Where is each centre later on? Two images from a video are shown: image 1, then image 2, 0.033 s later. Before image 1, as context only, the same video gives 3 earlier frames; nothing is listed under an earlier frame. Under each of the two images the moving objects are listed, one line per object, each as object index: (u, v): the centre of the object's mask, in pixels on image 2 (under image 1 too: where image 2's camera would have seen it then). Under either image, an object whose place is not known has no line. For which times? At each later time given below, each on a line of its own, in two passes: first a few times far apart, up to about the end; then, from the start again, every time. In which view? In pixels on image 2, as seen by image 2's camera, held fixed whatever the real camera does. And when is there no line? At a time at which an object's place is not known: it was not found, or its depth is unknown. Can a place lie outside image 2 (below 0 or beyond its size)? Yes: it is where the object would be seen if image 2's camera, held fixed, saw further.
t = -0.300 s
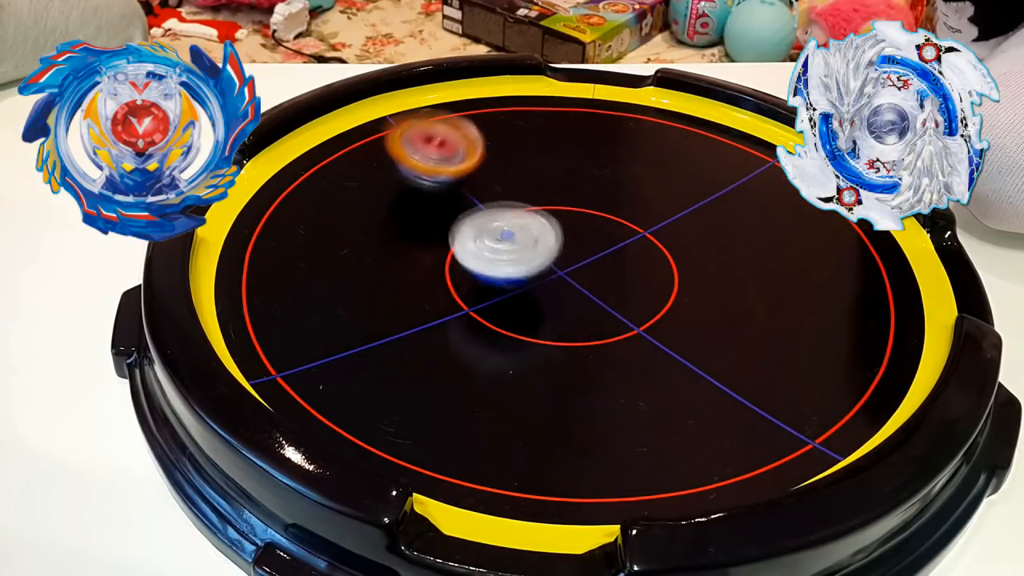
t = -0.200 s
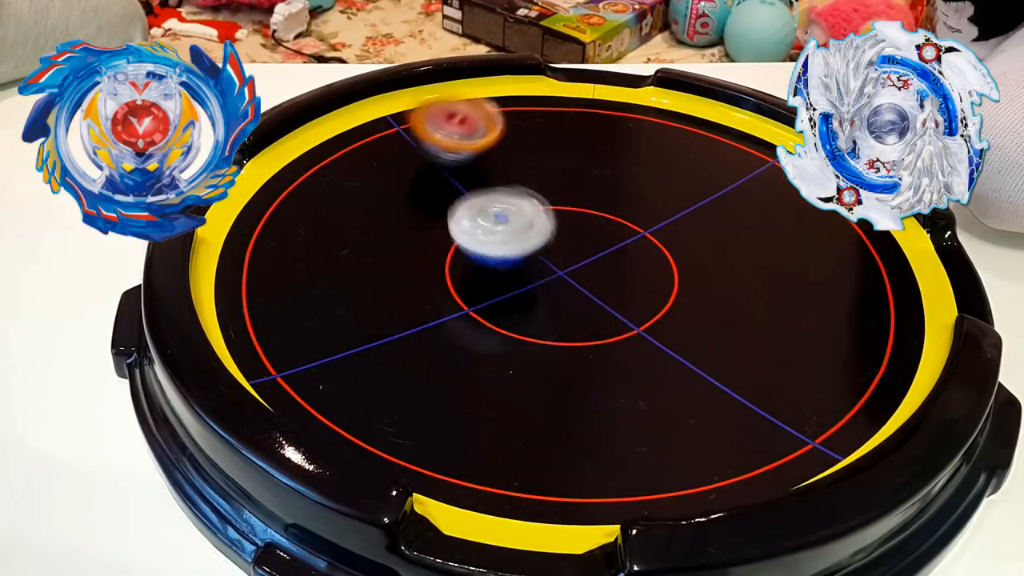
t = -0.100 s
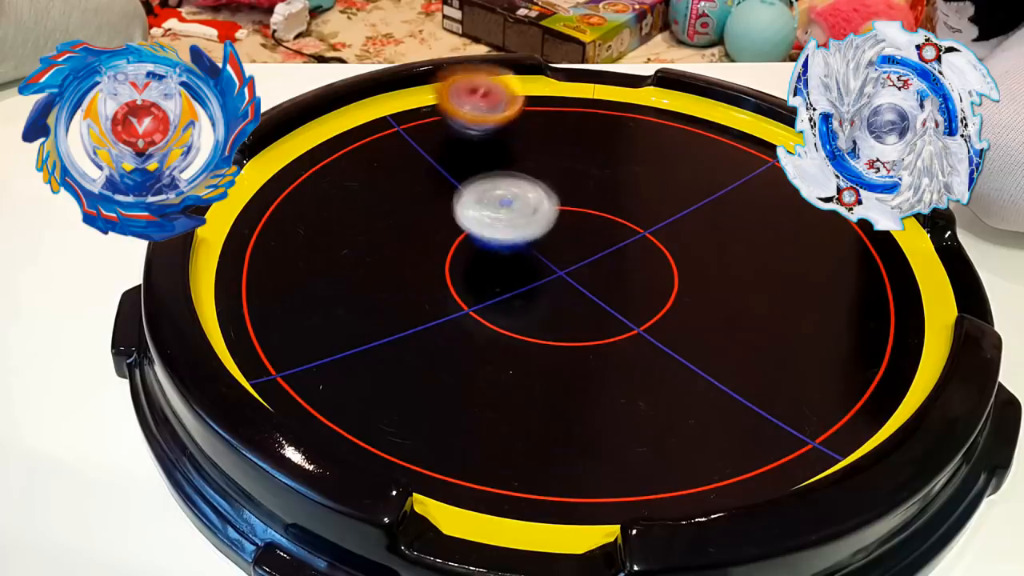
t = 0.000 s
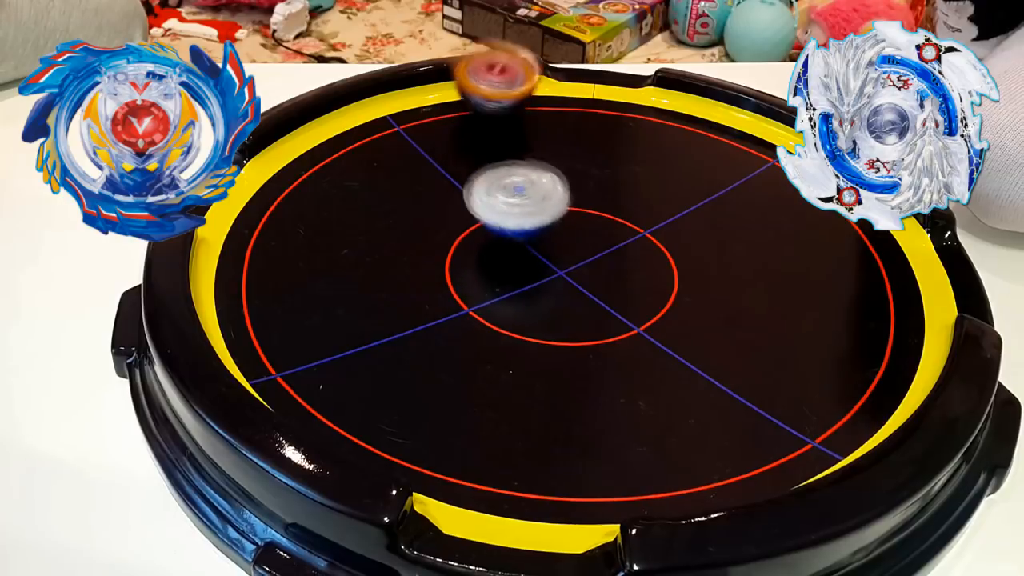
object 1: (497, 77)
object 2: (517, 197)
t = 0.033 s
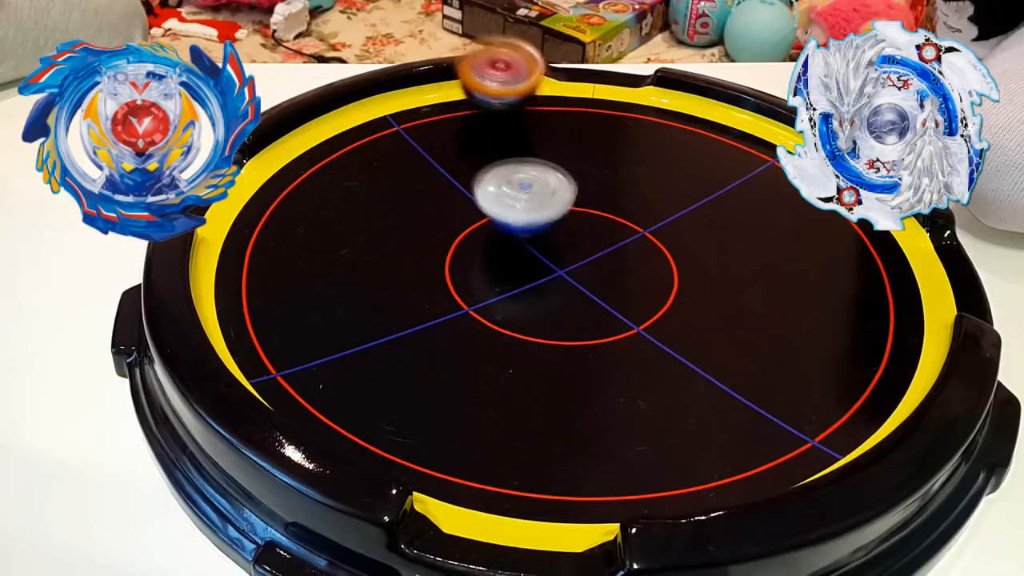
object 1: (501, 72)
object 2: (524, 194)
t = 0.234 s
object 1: (584, 107)
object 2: (568, 188)
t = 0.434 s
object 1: (675, 131)
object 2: (609, 205)
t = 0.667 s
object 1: (739, 152)
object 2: (613, 238)
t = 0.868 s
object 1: (754, 179)
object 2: (583, 261)
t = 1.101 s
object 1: (755, 223)
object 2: (526, 263)
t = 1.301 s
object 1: (717, 270)
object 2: (497, 244)
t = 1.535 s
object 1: (662, 328)
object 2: (508, 215)
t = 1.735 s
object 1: (619, 362)
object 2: (544, 202)
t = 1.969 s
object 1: (568, 366)
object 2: (598, 201)
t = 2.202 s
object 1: (520, 332)
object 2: (628, 216)
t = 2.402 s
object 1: (479, 283)
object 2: (627, 236)
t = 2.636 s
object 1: (427, 228)
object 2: (587, 255)
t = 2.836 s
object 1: (410, 204)
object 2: (539, 257)
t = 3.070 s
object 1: (433, 187)
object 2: (498, 245)
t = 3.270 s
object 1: (468, 155)
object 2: (529, 272)
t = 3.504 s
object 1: (511, 135)
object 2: (581, 286)
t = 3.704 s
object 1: (550, 134)
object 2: (614, 277)
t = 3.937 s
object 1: (599, 148)
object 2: (633, 249)
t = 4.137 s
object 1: (640, 159)
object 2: (626, 232)
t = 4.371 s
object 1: (657, 128)
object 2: (600, 253)
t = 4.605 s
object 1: (642, 110)
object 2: (569, 267)
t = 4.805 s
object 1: (611, 132)
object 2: (552, 271)
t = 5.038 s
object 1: (590, 194)
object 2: (548, 270)
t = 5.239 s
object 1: (636, 220)
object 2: (517, 297)
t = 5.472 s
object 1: (678, 229)
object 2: (520, 321)
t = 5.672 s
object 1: (674, 232)
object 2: (532, 316)
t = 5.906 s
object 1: (632, 243)
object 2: (533, 283)
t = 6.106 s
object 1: (669, 225)
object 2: (463, 276)
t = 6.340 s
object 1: (654, 204)
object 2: (447, 305)
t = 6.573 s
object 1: (603, 198)
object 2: (490, 321)
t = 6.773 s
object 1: (542, 219)
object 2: (534, 306)
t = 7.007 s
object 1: (507, 210)
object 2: (561, 302)
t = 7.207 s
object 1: (494, 196)
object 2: (567, 286)
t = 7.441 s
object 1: (502, 192)
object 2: (550, 257)
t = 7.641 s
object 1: (521, 162)
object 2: (549, 281)
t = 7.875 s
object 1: (528, 134)
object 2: (568, 295)
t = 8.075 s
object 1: (534, 137)
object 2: (574, 276)
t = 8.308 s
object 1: (562, 165)
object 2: (553, 252)
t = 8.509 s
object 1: (595, 201)
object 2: (511, 247)
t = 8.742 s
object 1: (620, 245)
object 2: (470, 254)
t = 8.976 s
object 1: (632, 289)
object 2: (476, 254)
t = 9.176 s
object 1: (643, 314)
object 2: (507, 244)
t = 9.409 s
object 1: (634, 309)
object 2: (519, 218)
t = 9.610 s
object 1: (602, 283)
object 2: (506, 196)
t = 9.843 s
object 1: (553, 248)
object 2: (501, 183)
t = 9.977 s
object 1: (539, 245)
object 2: (485, 179)
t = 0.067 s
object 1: (507, 79)
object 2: (530, 192)
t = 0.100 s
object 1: (517, 85)
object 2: (536, 190)
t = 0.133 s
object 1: (531, 92)
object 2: (544, 188)
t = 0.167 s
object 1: (548, 98)
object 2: (551, 187)
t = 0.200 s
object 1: (567, 103)
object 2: (560, 186)
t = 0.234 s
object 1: (584, 107)
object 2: (568, 188)
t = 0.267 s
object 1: (600, 111)
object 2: (577, 189)
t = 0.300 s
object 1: (616, 115)
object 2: (586, 191)
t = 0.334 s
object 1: (632, 120)
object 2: (592, 193)
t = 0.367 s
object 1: (647, 126)
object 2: (600, 197)
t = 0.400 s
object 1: (662, 128)
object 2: (604, 201)
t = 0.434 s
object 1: (675, 131)
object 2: (609, 205)
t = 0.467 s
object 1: (689, 132)
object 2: (612, 209)
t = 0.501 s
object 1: (702, 135)
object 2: (615, 213)
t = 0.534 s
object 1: (711, 140)
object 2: (618, 218)
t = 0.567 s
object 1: (720, 144)
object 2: (618, 223)
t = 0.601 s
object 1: (727, 146)
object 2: (618, 227)
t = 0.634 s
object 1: (734, 149)
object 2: (616, 233)
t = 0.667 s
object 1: (739, 152)
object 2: (613, 238)
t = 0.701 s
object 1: (742, 156)
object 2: (613, 243)
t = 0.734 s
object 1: (745, 160)
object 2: (607, 246)
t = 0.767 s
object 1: (748, 165)
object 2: (605, 250)
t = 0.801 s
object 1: (750, 169)
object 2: (596, 254)
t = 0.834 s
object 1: (752, 174)
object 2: (590, 258)
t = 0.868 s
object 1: (754, 179)
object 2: (583, 261)
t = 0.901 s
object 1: (756, 184)
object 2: (576, 263)
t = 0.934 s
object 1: (757, 190)
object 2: (568, 264)
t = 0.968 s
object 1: (758, 197)
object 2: (557, 266)
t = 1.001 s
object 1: (758, 202)
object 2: (553, 266)
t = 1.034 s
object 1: (758, 209)
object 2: (543, 266)
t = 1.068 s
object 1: (756, 215)
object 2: (536, 265)
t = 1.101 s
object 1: (755, 223)
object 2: (526, 263)
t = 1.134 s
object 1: (750, 230)
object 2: (521, 261)
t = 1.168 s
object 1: (744, 237)
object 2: (513, 259)
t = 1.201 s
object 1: (737, 245)
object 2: (508, 255)
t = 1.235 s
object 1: (731, 253)
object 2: (503, 251)
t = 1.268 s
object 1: (724, 261)
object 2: (501, 248)
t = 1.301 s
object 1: (717, 270)
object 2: (497, 244)
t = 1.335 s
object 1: (709, 278)
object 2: (495, 239)
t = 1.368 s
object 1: (700, 287)
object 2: (495, 236)
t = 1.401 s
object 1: (692, 296)
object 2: (495, 230)
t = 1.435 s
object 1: (683, 303)
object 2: (498, 226)
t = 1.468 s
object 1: (677, 312)
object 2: (499, 222)
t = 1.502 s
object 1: (670, 320)
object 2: (504, 219)
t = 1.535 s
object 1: (662, 328)
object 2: (508, 215)
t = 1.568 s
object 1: (654, 336)
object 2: (515, 213)
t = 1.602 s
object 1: (646, 342)
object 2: (518, 209)
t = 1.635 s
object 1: (639, 348)
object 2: (526, 207)
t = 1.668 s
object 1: (632, 354)
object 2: (531, 205)
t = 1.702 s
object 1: (625, 358)
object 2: (540, 203)
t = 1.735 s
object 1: (619, 362)
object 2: (544, 202)
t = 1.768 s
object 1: (612, 365)
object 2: (554, 200)
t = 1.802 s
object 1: (604, 367)
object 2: (561, 200)
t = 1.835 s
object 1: (596, 369)
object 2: (570, 199)
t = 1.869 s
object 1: (589, 369)
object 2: (576, 199)
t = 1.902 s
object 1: (582, 369)
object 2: (584, 198)
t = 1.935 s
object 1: (574, 368)
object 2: (591, 200)
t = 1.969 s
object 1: (568, 366)
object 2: (598, 201)
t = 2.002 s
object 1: (560, 363)
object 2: (603, 202)
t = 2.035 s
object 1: (553, 359)
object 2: (609, 203)
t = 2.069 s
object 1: (546, 356)
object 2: (613, 206)
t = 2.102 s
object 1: (538, 351)
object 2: (617, 207)
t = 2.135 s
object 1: (532, 346)
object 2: (621, 209)
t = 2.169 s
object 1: (526, 339)
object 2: (625, 212)
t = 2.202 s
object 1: (520, 332)
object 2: (628, 216)
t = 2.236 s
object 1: (513, 324)
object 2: (629, 219)
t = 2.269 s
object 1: (507, 317)
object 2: (631, 223)
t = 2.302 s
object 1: (500, 308)
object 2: (630, 226)
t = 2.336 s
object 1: (494, 300)
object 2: (631, 229)
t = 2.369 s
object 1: (486, 291)
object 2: (628, 232)
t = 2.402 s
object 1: (479, 283)
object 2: (627, 236)
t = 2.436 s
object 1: (471, 273)
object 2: (623, 239)
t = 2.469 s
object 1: (464, 265)
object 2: (619, 242)
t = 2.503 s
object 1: (457, 256)
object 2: (612, 246)
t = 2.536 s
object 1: (448, 247)
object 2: (609, 249)
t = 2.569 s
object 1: (440, 240)
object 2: (601, 251)
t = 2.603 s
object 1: (434, 234)
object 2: (595, 253)
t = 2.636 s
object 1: (427, 228)
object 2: (587, 255)
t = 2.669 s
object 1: (423, 224)
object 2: (579, 256)
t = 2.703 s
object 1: (418, 219)
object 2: (570, 257)
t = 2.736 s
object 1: (414, 215)
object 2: (562, 258)
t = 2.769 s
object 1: (412, 211)
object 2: (554, 258)
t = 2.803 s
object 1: (411, 208)
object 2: (546, 258)
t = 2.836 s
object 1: (410, 204)
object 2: (539, 257)
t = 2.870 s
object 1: (411, 202)
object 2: (530, 256)
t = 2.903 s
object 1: (413, 199)
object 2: (523, 254)
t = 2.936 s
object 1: (416, 196)
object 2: (515, 254)
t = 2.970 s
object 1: (419, 194)
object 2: (512, 251)
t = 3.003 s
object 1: (423, 192)
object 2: (504, 249)
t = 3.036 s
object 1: (428, 191)
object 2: (500, 247)
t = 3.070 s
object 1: (433, 187)
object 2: (498, 245)
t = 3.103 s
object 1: (438, 182)
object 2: (500, 251)
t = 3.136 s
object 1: (444, 176)
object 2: (504, 254)
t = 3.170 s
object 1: (449, 170)
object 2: (511, 259)
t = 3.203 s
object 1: (456, 165)
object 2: (515, 264)
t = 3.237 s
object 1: (462, 159)
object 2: (524, 268)
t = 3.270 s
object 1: (468, 155)
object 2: (529, 272)
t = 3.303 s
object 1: (474, 152)
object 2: (539, 276)
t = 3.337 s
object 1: (480, 149)
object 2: (544, 279)
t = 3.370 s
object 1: (487, 146)
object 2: (554, 282)
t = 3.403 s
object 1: (492, 142)
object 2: (559, 283)
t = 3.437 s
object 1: (498, 139)
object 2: (568, 285)
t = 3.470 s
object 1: (504, 136)
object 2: (573, 285)
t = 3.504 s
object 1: (511, 135)
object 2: (581, 286)
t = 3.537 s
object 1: (517, 134)
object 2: (587, 285)
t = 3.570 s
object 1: (523, 133)
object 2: (593, 285)
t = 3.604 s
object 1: (530, 133)
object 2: (599, 283)
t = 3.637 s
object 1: (536, 133)
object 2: (604, 282)
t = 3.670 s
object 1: (543, 133)
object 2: (611, 279)
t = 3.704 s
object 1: (550, 134)
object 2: (614, 277)
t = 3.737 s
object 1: (557, 135)
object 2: (619, 273)
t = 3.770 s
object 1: (564, 136)
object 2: (621, 271)
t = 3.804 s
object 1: (571, 138)
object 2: (626, 267)
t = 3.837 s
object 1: (578, 140)
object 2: (626, 264)
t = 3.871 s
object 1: (585, 142)
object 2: (630, 259)
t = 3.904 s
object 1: (592, 146)
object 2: (629, 254)
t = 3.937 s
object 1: (599, 148)
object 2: (633, 249)
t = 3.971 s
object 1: (605, 151)
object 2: (632, 244)
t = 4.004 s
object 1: (613, 154)
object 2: (633, 239)
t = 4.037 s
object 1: (619, 157)
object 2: (633, 234)
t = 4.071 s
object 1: (624, 158)
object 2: (631, 230)
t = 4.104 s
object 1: (630, 161)
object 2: (631, 227)
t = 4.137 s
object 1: (640, 159)
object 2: (626, 232)
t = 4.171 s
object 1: (644, 155)
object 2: (624, 235)
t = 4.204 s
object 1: (646, 150)
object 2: (619, 239)
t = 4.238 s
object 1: (648, 145)
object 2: (618, 242)
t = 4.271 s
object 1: (650, 140)
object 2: (610, 245)
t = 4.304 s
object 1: (654, 137)
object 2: (609, 248)
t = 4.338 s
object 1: (656, 132)
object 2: (604, 251)
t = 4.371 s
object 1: (657, 128)
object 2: (600, 253)
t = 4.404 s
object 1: (657, 124)
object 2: (598, 254)
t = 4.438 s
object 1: (659, 117)
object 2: (590, 257)
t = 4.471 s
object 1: (656, 114)
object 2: (589, 259)
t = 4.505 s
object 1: (653, 112)
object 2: (581, 262)
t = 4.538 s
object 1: (650, 110)
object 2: (579, 264)
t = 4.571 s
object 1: (646, 110)
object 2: (575, 265)
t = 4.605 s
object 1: (642, 110)
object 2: (569, 267)
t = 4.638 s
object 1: (638, 112)
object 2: (568, 267)
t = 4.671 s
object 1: (635, 114)
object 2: (559, 270)
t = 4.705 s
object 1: (628, 121)
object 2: (559, 271)
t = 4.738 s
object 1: (621, 126)
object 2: (555, 272)
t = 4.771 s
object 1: (616, 128)
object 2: (550, 273)
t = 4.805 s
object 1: (611, 132)
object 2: (552, 271)
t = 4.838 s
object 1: (605, 138)
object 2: (546, 272)
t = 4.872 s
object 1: (598, 147)
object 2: (548, 272)
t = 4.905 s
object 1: (595, 154)
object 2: (546, 273)
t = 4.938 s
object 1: (593, 165)
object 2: (544, 273)
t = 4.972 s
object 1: (591, 175)
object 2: (546, 271)
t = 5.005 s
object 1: (590, 186)
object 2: (543, 271)
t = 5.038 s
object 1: (590, 194)
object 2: (548, 270)
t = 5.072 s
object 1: (592, 204)
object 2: (544, 270)
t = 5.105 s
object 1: (599, 209)
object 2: (539, 275)
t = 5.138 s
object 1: (607, 214)
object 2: (528, 280)
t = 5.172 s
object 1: (615, 216)
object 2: (520, 287)
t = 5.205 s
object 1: (625, 218)
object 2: (521, 292)
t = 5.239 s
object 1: (636, 220)
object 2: (517, 297)
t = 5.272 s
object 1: (644, 222)
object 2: (515, 301)
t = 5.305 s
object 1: (651, 224)
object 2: (513, 304)
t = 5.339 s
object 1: (659, 225)
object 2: (512, 309)
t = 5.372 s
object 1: (666, 227)
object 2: (516, 314)
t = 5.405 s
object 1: (671, 228)
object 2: (515, 318)
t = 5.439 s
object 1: (676, 228)
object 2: (517, 321)
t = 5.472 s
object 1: (678, 229)
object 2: (520, 321)
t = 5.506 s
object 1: (679, 229)
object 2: (519, 324)
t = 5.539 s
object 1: (680, 230)
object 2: (526, 323)
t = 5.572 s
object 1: (680, 231)
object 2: (527, 324)
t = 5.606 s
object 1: (679, 232)
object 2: (527, 322)
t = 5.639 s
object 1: (678, 232)
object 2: (531, 317)
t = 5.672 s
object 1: (674, 232)
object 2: (532, 316)
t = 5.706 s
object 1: (670, 233)
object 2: (535, 311)
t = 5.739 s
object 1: (666, 234)
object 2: (538, 306)
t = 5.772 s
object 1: (658, 235)
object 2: (538, 301)
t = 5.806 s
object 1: (652, 237)
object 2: (541, 295)
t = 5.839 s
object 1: (643, 239)
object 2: (541, 290)
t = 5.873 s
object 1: (635, 241)
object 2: (539, 285)
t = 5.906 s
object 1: (632, 243)
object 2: (533, 283)
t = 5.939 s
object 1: (637, 241)
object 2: (516, 280)
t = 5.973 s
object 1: (647, 239)
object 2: (500, 278)
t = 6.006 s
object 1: (655, 235)
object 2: (487, 278)
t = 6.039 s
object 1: (661, 232)
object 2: (478, 279)
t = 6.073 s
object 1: (667, 228)
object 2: (472, 277)
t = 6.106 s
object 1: (669, 225)
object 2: (463, 276)
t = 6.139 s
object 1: (671, 221)
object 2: (458, 277)
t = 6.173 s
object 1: (671, 218)
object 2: (451, 282)
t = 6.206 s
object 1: (671, 215)
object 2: (446, 285)
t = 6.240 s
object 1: (667, 211)
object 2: (444, 289)
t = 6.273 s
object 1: (664, 207)
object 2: (443, 294)
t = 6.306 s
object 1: (660, 205)
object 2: (445, 300)
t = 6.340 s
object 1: (654, 204)
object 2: (447, 305)
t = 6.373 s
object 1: (649, 202)
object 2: (449, 309)
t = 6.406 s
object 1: (642, 201)
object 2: (455, 312)
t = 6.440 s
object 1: (635, 200)
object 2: (460, 317)
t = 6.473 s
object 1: (628, 199)
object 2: (467, 319)
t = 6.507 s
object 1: (622, 199)
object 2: (474, 320)
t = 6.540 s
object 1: (612, 199)
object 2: (480, 322)
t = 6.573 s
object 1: (603, 198)
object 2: (490, 321)
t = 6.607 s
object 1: (592, 199)
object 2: (499, 321)
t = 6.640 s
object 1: (581, 202)
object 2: (506, 320)
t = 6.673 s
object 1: (571, 204)
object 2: (515, 317)
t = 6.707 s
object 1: (559, 209)
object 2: (523, 315)
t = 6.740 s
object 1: (550, 213)
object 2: (529, 311)
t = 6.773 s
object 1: (542, 219)
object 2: (534, 306)
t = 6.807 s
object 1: (536, 222)
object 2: (536, 302)
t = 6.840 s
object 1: (531, 225)
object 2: (541, 298)
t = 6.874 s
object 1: (528, 225)
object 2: (548, 300)
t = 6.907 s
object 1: (522, 222)
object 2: (551, 304)
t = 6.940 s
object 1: (517, 218)
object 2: (556, 302)
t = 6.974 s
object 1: (511, 214)
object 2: (557, 302)
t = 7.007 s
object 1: (507, 210)
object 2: (561, 302)
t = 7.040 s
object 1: (502, 207)
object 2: (565, 299)
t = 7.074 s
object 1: (500, 205)
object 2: (564, 298)
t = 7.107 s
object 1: (497, 202)
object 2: (567, 296)
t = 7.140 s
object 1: (495, 200)
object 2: (569, 294)
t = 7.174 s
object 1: (494, 198)
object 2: (566, 291)
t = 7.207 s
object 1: (494, 196)
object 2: (567, 286)
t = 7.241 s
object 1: (494, 195)
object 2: (567, 282)
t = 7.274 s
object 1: (494, 195)
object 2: (563, 276)
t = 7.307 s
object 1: (495, 193)
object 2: (563, 271)
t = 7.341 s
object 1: (496, 193)
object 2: (560, 266)
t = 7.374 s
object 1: (498, 193)
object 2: (553, 262)
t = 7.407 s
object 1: (500, 193)
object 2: (551, 259)
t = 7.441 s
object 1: (502, 192)
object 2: (550, 257)
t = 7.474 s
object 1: (506, 187)
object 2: (548, 262)
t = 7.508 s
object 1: (510, 182)
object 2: (550, 264)
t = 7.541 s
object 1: (513, 178)
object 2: (549, 269)
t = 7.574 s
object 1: (515, 173)
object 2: (548, 274)
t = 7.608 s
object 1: (518, 167)
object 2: (548, 277)
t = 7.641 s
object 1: (521, 162)
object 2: (549, 281)
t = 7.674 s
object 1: (522, 156)
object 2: (552, 285)
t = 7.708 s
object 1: (526, 151)
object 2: (556, 288)
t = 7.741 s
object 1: (526, 145)
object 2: (558, 292)
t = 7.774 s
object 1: (528, 142)
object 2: (564, 294)
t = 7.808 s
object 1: (528, 139)
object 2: (566, 295)
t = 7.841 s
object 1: (529, 136)
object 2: (564, 296)
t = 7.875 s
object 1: (528, 134)
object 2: (568, 295)
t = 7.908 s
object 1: (529, 134)
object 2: (571, 294)
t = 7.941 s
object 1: (531, 133)
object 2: (570, 293)
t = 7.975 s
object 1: (530, 133)
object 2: (572, 290)
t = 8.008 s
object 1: (532, 134)
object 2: (574, 286)
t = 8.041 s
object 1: (533, 137)
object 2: (572, 281)
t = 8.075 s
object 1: (534, 137)
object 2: (574, 276)
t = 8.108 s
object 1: (535, 141)
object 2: (573, 271)
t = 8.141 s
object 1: (539, 144)
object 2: (568, 267)
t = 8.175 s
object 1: (541, 147)
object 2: (567, 263)
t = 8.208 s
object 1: (544, 152)
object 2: (565, 260)
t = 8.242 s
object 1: (550, 157)
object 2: (558, 258)
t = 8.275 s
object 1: (556, 162)
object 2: (556, 255)
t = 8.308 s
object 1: (562, 165)
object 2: (553, 252)
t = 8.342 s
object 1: (566, 170)
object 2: (543, 250)
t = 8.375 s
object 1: (574, 174)
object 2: (538, 248)
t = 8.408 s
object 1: (579, 181)
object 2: (533, 248)
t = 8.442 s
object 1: (584, 188)
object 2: (522, 247)
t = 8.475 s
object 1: (590, 194)
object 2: (516, 246)
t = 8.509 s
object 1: (595, 201)
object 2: (511, 247)
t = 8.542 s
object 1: (600, 206)
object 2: (501, 247)
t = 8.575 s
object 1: (604, 212)
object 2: (496, 247)
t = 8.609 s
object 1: (609, 218)
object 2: (491, 249)
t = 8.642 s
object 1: (612, 224)
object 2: (480, 251)
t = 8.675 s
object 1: (615, 231)
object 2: (479, 251)
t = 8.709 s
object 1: (618, 238)
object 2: (476, 253)
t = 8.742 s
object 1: (620, 245)
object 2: (470, 254)
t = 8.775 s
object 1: (623, 251)
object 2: (472, 254)
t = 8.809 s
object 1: (624, 258)
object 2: (471, 256)
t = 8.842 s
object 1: (627, 265)
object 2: (466, 255)
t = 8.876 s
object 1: (629, 271)
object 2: (471, 256)
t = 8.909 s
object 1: (631, 278)
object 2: (473, 257)
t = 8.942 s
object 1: (631, 283)
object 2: (472, 256)
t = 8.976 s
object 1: (632, 289)
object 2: (476, 254)
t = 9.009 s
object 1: (634, 294)
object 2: (480, 253)
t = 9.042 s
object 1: (635, 300)
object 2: (483, 252)
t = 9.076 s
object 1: (637, 305)
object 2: (490, 251)
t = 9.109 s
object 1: (639, 309)
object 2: (494, 248)
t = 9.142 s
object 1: (640, 314)
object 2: (501, 246)
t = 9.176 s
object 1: (643, 314)
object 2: (507, 244)
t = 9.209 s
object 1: (642, 316)
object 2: (510, 240)
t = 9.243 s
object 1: (643, 316)
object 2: (514, 237)
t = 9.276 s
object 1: (642, 317)
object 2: (517, 235)
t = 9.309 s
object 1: (640, 316)
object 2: (518, 230)
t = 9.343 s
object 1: (640, 314)
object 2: (520, 226)
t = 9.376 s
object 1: (636, 312)
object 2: (519, 223)
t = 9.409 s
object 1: (634, 309)
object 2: (519, 218)
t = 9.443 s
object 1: (631, 307)
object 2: (519, 214)
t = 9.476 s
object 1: (625, 303)
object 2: (516, 211)
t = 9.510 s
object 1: (622, 298)
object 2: (515, 206)
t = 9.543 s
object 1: (615, 294)
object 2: (513, 203)
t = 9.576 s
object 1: (608, 289)
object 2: (507, 199)
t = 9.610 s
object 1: (602, 283)
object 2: (506, 196)
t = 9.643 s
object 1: (592, 277)
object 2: (504, 194)
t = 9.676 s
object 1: (585, 272)
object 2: (500, 190)
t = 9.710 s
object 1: (577, 267)
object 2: (501, 188)
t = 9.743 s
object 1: (570, 262)
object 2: (500, 187)
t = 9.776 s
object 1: (563, 256)
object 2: (496, 185)
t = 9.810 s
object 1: (557, 252)
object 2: (499, 184)
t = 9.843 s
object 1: (553, 248)
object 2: (501, 183)
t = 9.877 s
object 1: (547, 244)
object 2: (500, 183)
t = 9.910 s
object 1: (539, 244)
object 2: (496, 179)
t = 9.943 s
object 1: (541, 243)
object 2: (489, 178)
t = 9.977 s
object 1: (539, 245)
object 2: (485, 179)
